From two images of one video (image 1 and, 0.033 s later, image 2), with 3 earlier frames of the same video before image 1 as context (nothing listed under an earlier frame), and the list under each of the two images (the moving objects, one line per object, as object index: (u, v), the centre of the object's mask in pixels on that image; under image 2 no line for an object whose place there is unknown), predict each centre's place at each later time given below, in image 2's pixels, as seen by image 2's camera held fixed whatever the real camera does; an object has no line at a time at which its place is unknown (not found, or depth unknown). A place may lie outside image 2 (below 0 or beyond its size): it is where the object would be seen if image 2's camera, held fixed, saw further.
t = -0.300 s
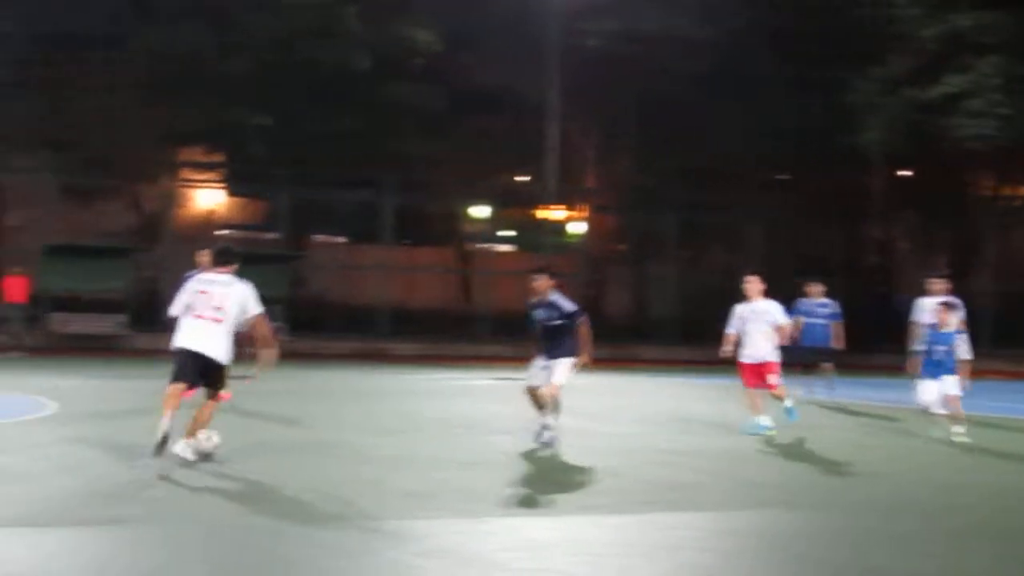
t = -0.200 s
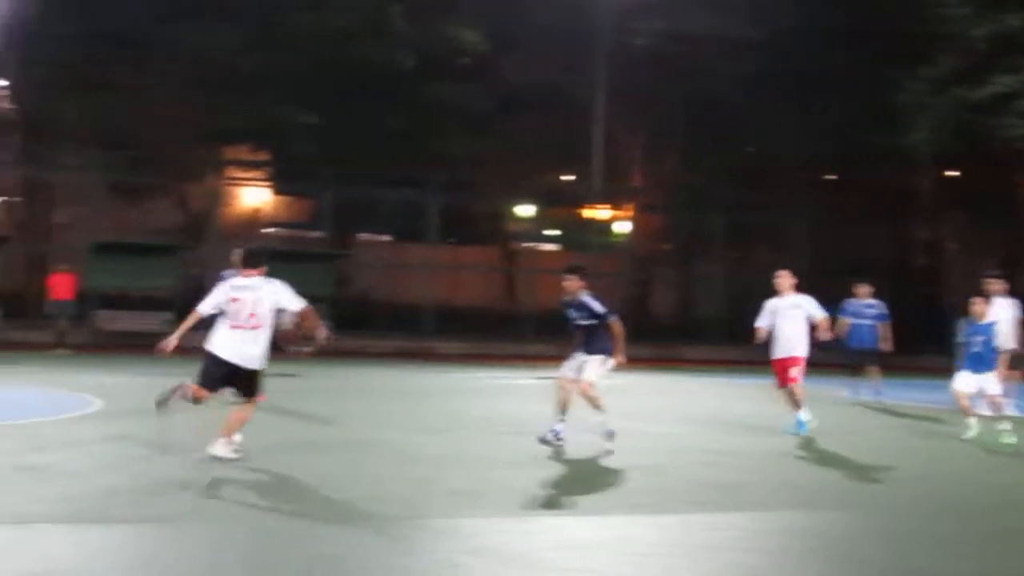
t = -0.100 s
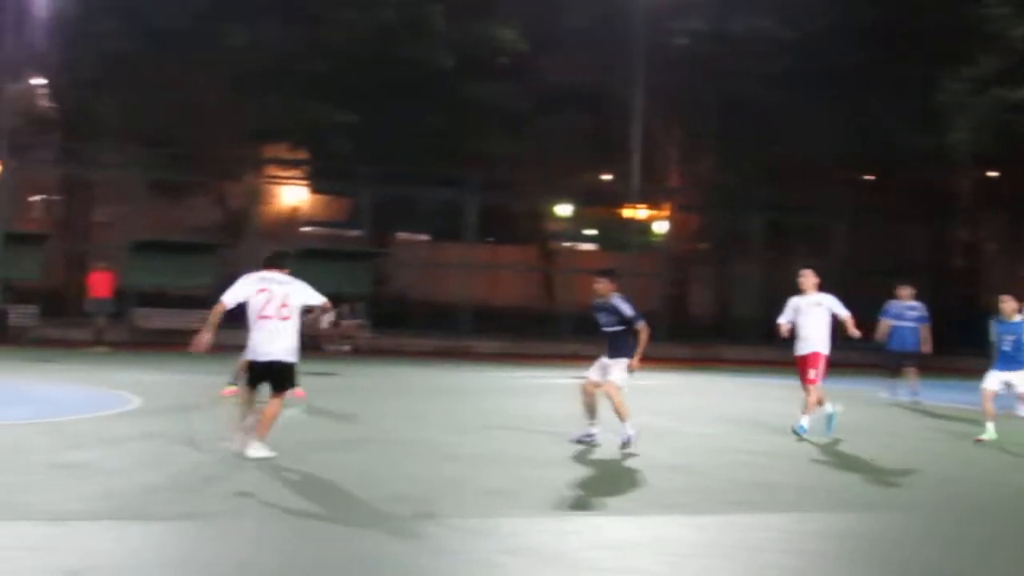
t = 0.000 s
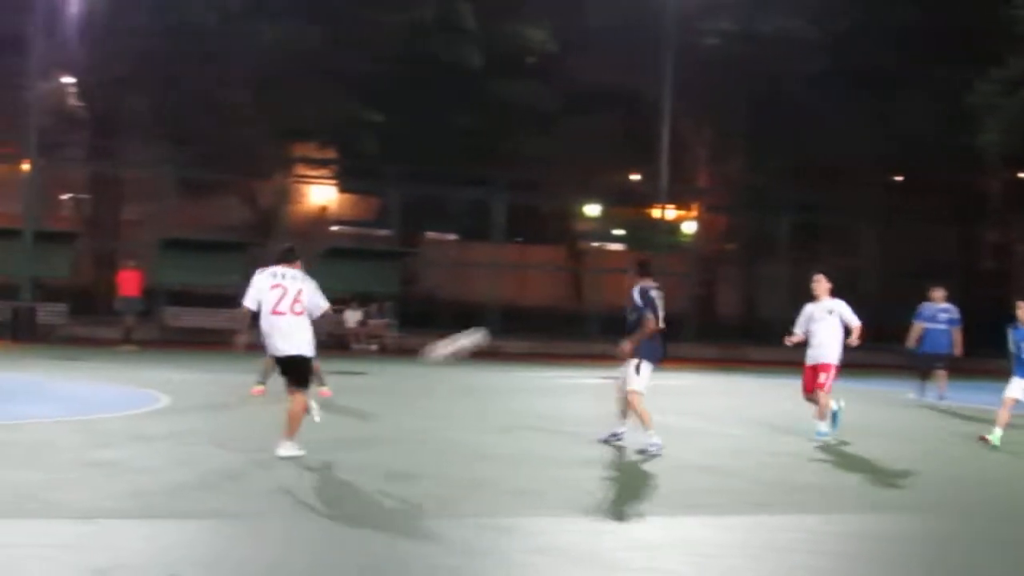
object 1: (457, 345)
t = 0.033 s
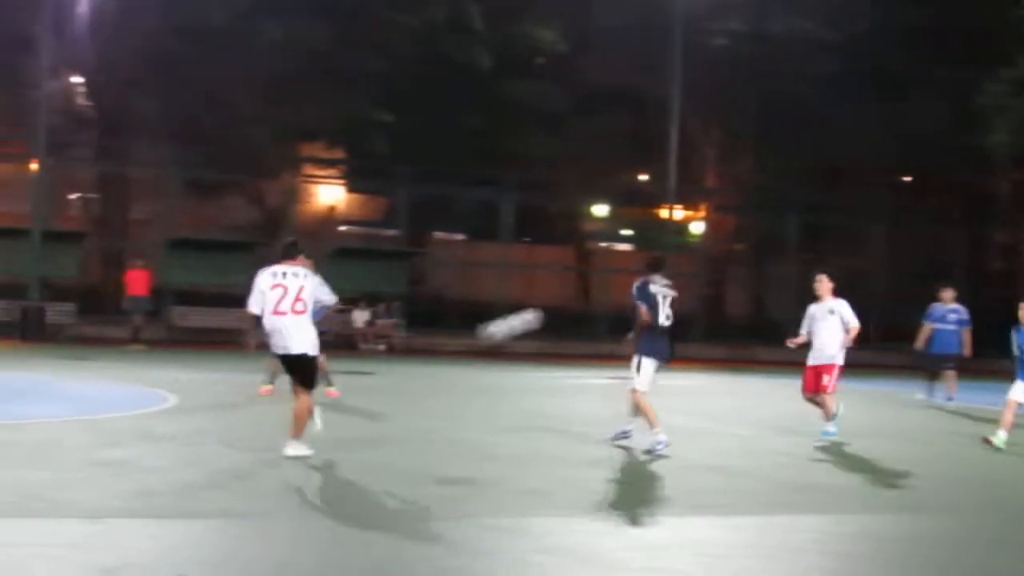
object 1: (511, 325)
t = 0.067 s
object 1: (556, 308)
